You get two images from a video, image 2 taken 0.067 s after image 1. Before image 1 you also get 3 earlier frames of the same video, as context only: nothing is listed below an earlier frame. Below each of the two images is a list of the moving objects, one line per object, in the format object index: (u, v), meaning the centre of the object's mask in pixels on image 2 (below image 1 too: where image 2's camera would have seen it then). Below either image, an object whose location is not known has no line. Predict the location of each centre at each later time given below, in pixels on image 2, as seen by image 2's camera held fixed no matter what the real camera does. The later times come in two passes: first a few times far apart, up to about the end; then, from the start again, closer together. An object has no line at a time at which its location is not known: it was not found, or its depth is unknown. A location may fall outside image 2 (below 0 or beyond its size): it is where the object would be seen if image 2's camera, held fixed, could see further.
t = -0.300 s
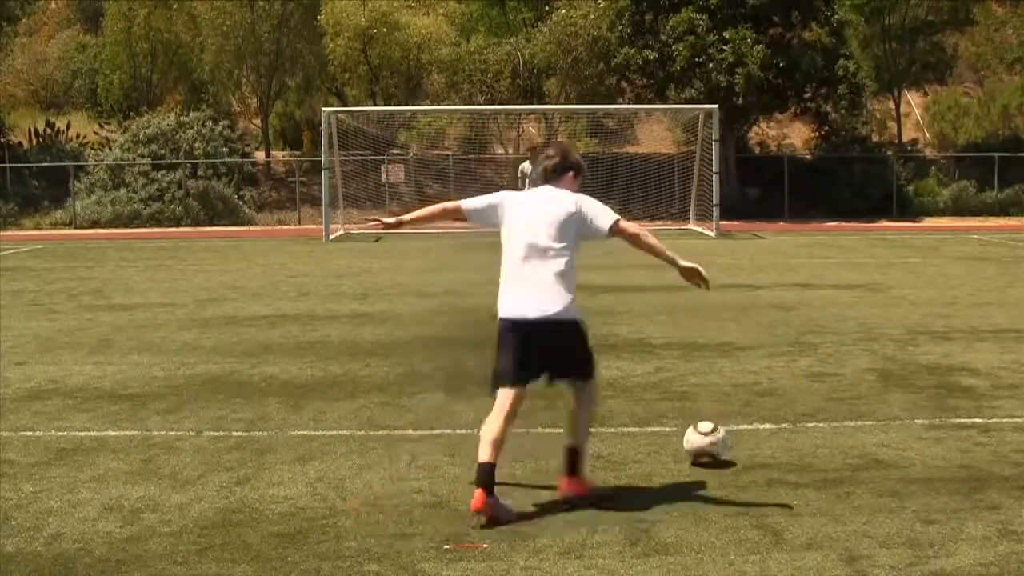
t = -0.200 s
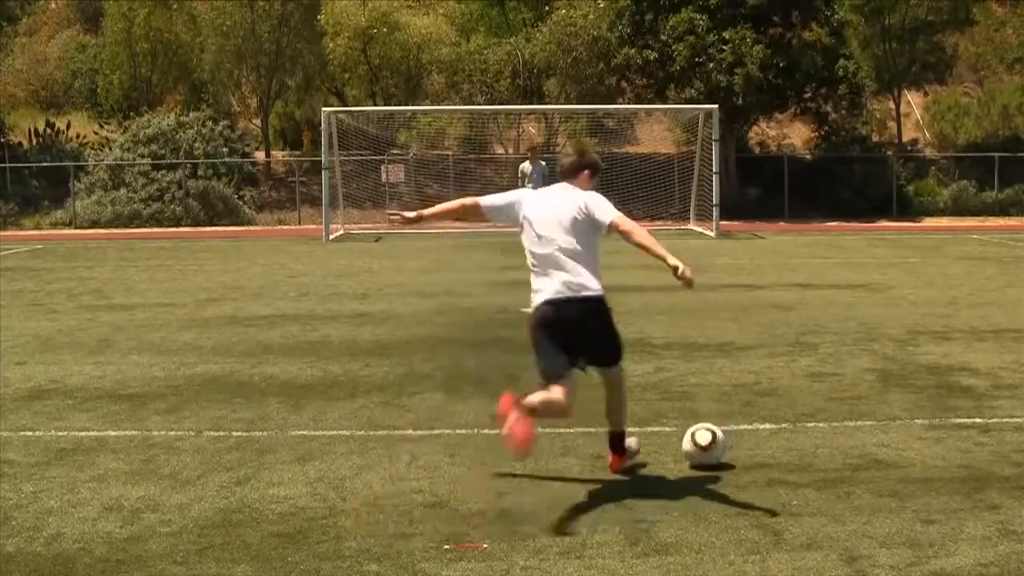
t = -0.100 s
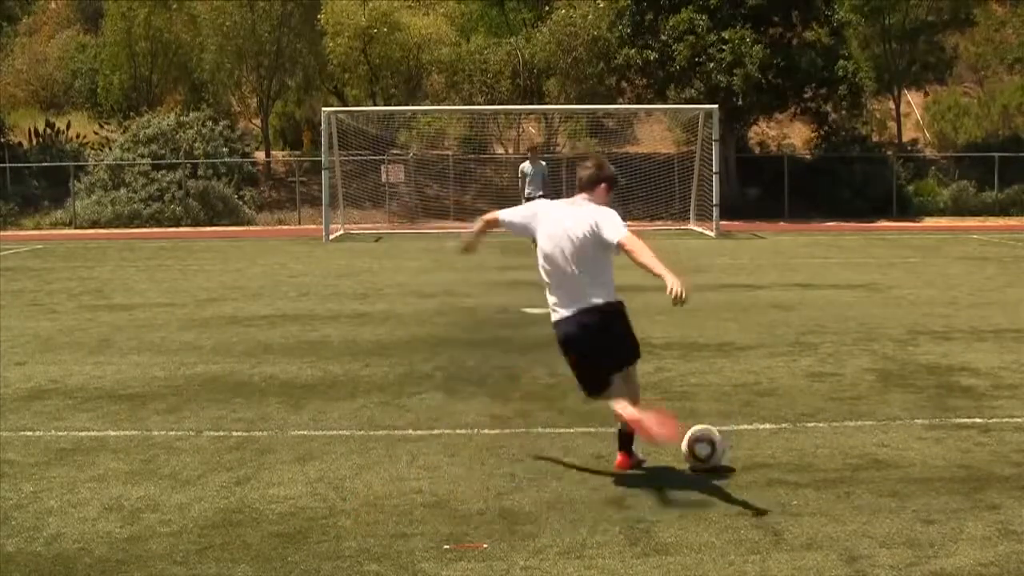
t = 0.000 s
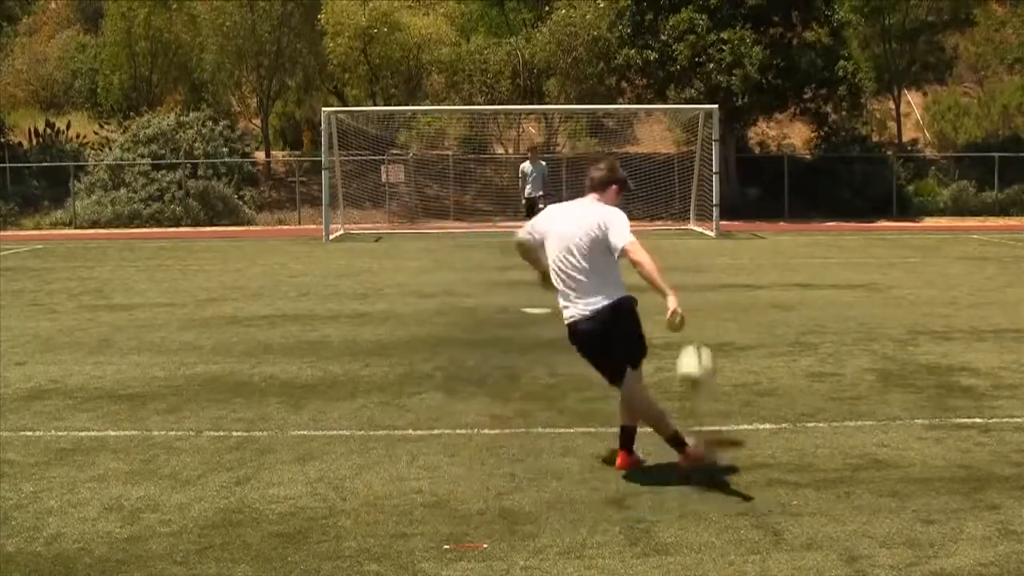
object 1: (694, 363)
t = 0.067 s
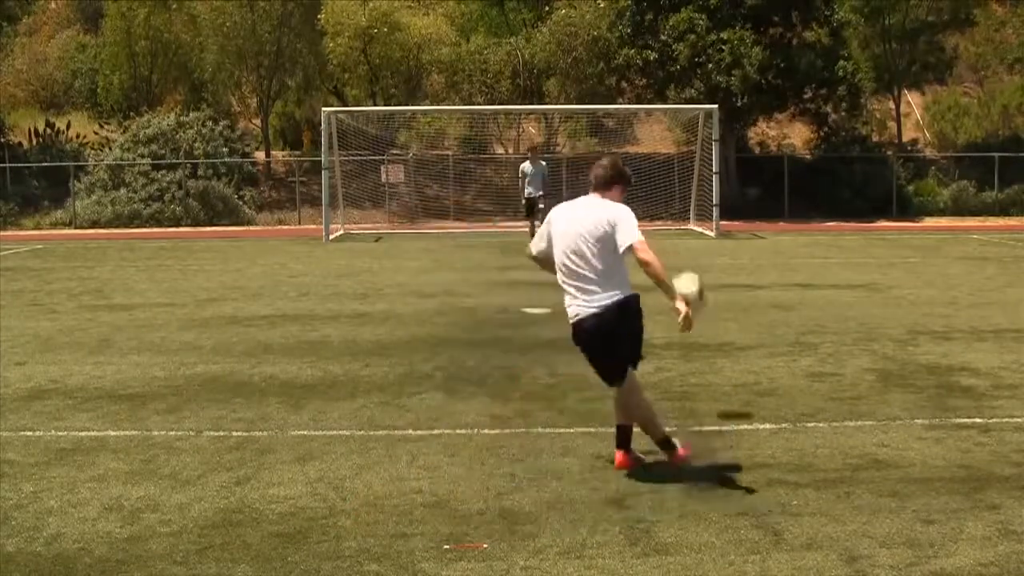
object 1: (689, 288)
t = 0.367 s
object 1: (652, 133)
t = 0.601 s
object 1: (627, 109)
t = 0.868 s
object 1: (602, 139)
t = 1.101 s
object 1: (581, 192)
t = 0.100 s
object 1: (683, 259)
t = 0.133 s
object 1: (678, 236)
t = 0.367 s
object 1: (652, 133)
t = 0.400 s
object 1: (649, 126)
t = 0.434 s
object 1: (644, 120)
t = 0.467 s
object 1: (641, 116)
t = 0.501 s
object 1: (639, 114)
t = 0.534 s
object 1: (635, 110)
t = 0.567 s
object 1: (630, 109)
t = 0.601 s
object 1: (627, 109)
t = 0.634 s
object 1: (623, 111)
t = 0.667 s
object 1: (620, 113)
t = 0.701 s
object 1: (618, 118)
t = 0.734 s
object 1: (614, 120)
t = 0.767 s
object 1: (610, 123)
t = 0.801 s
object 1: (608, 128)
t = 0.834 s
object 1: (605, 134)
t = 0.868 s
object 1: (602, 139)
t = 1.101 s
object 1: (581, 192)
